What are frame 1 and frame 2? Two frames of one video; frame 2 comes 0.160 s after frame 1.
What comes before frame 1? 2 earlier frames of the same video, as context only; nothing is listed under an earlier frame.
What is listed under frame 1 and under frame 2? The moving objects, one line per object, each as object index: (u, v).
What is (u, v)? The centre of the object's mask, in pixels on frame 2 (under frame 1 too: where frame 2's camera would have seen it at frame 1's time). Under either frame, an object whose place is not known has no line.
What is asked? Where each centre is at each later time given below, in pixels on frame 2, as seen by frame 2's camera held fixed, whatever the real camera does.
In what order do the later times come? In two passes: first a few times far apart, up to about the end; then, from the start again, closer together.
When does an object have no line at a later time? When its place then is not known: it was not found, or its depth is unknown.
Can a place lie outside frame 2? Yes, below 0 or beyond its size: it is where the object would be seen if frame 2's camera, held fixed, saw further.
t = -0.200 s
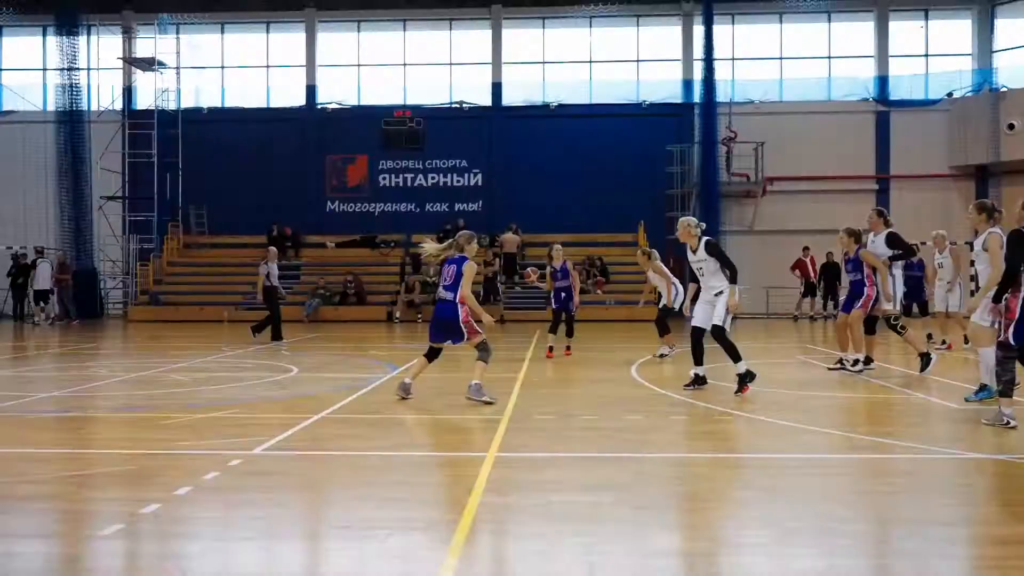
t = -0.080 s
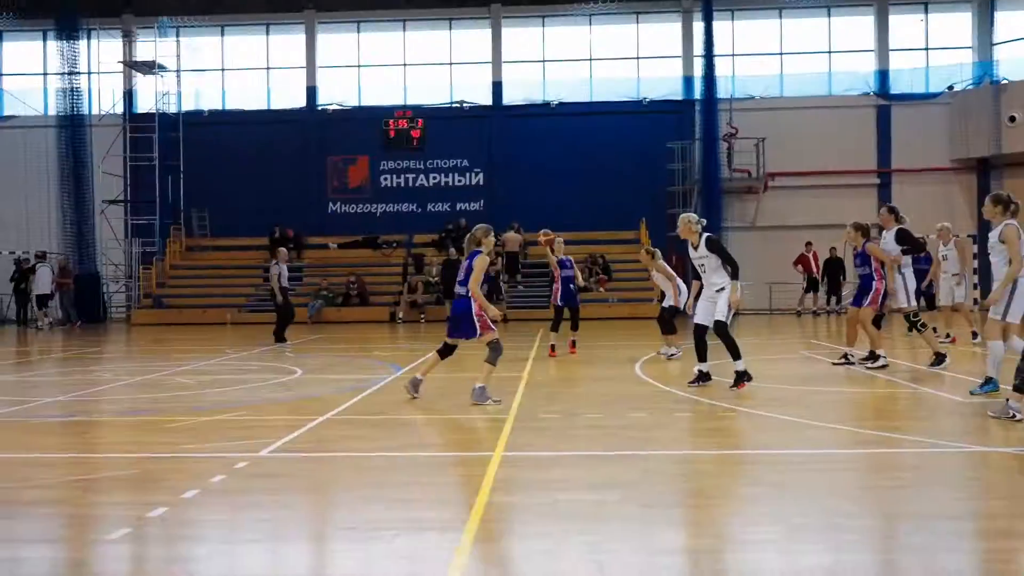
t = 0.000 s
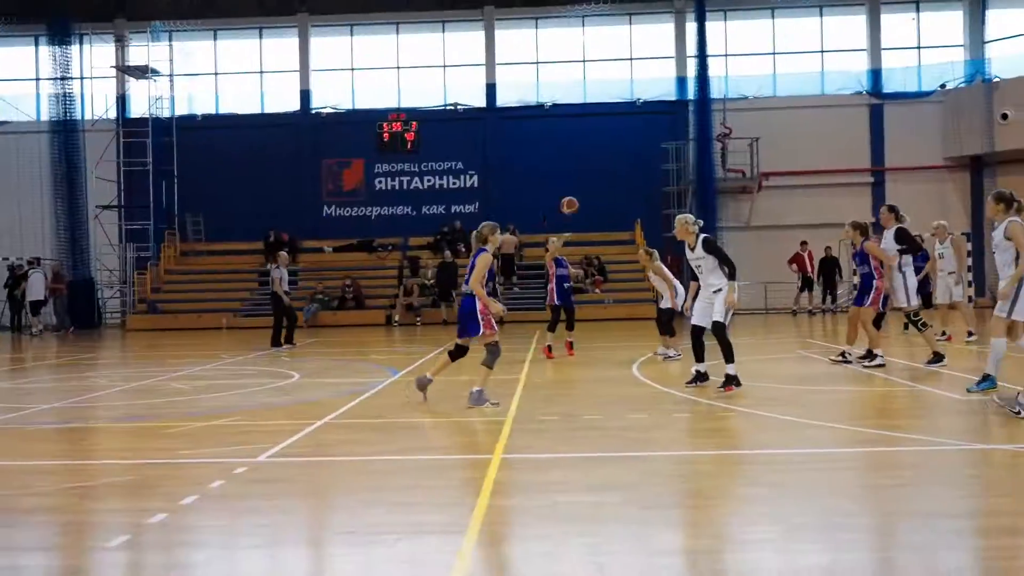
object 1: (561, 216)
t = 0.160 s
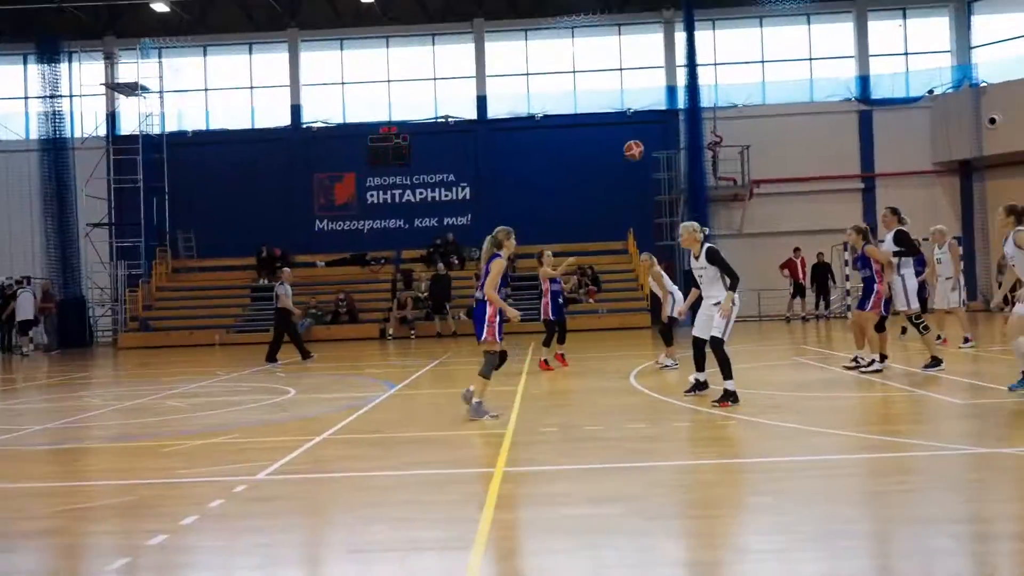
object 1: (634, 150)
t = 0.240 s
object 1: (676, 119)
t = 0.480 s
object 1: (836, 38)
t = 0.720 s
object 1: (1072, -12)
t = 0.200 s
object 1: (654, 134)
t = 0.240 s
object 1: (676, 119)
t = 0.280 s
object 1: (699, 104)
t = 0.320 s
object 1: (723, 90)
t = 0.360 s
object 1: (750, 76)
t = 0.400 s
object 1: (777, 63)
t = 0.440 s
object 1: (806, 50)
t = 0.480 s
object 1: (836, 38)
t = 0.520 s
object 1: (869, 26)
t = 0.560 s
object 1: (904, 16)
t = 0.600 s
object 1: (942, 7)
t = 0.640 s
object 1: (982, -1)
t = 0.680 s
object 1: (1026, -8)
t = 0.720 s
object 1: (1072, -12)
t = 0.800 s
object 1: (1179, -14)
